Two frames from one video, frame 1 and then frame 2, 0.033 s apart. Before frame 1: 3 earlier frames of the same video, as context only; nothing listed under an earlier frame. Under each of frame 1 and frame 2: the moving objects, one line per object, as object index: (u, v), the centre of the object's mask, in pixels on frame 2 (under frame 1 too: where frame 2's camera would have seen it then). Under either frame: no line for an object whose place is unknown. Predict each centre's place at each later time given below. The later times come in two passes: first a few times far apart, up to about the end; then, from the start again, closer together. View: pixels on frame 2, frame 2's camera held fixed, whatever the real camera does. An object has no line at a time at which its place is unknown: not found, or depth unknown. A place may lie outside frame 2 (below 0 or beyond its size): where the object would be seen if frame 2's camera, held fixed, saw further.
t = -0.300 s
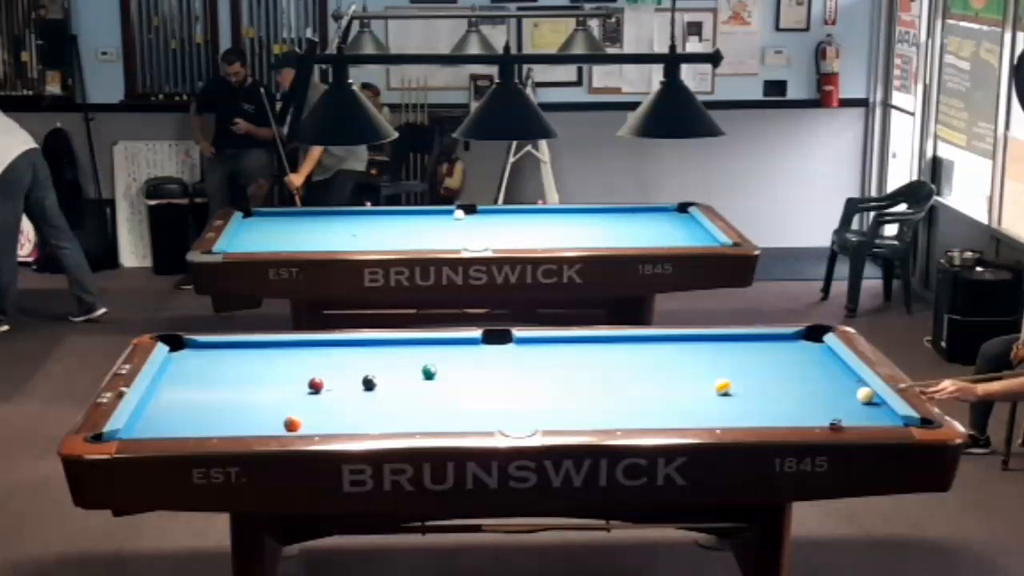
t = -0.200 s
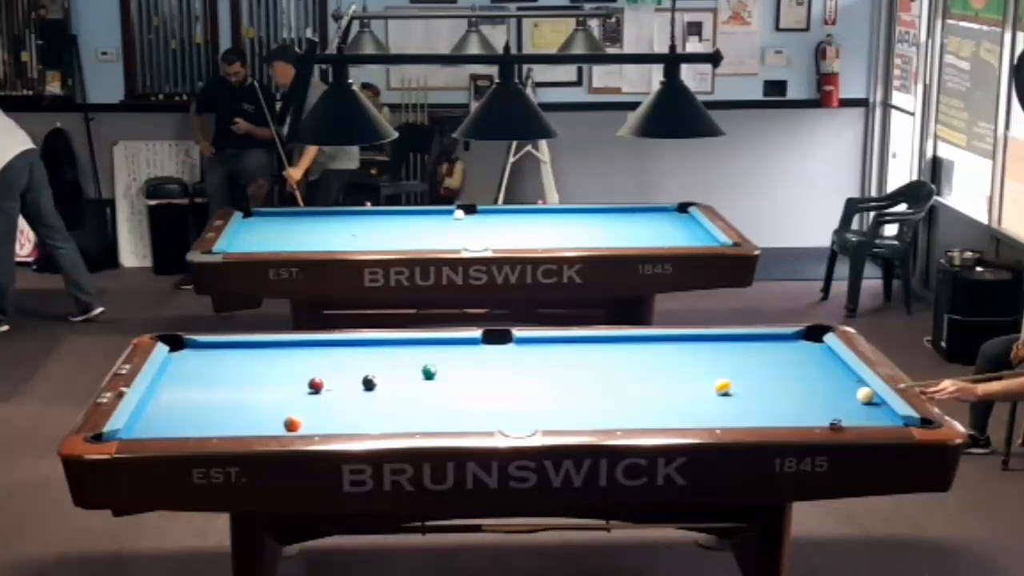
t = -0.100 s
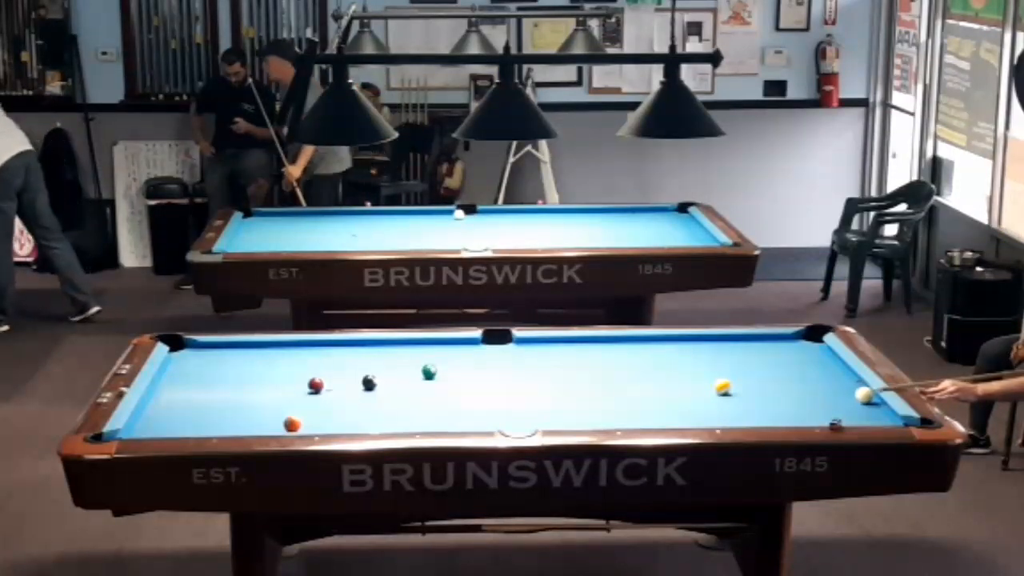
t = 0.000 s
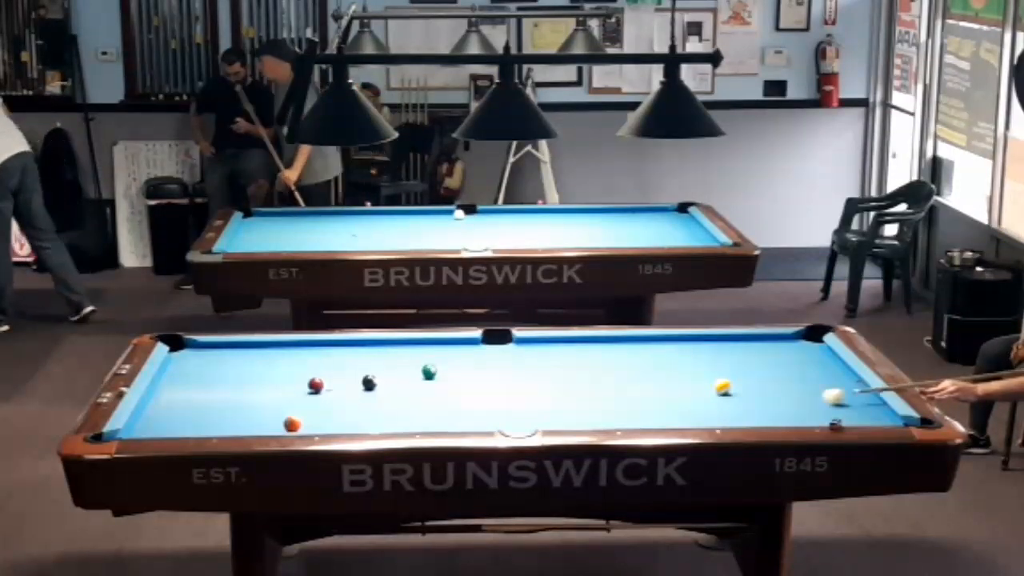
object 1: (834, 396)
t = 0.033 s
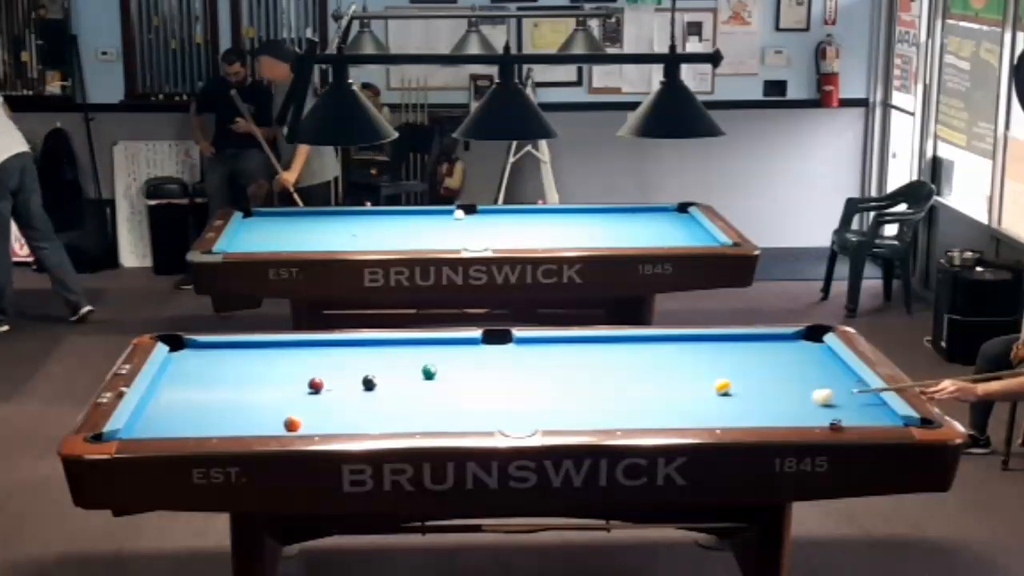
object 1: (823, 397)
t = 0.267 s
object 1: (747, 400)
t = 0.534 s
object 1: (663, 406)
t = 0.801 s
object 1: (579, 412)
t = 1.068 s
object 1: (495, 418)
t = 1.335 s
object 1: (412, 421)
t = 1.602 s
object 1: (330, 424)
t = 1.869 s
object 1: (298, 423)
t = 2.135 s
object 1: (282, 423)
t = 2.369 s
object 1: (269, 423)
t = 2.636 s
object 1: (256, 422)
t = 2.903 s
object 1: (245, 422)
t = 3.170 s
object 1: (235, 422)
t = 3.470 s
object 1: (227, 422)
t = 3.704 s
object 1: (220, 422)
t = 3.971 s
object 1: (216, 422)
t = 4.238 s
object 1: (213, 422)
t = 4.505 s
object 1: (212, 422)
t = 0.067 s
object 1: (812, 397)
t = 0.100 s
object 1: (801, 398)
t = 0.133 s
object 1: (790, 398)
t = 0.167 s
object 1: (780, 399)
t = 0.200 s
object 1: (769, 399)
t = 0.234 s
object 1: (758, 400)
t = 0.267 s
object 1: (747, 400)
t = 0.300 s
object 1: (737, 401)
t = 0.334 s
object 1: (726, 401)
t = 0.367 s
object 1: (716, 402)
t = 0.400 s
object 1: (706, 403)
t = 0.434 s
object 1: (695, 404)
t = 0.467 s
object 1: (684, 405)
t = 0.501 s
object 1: (674, 405)
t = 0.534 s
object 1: (663, 406)
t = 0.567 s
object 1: (652, 407)
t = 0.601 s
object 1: (642, 408)
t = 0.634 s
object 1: (632, 408)
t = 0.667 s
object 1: (621, 409)
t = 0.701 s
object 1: (610, 410)
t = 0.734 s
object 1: (600, 411)
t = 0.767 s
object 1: (590, 412)
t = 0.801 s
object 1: (579, 412)
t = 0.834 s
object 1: (568, 413)
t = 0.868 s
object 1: (558, 415)
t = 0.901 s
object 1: (547, 415)
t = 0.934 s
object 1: (537, 416)
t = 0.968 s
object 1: (526, 416)
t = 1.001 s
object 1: (516, 416)
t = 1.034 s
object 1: (506, 417)
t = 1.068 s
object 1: (495, 418)
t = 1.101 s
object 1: (485, 418)
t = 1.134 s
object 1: (474, 419)
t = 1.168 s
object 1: (464, 419)
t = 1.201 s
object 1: (453, 420)
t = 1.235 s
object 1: (443, 420)
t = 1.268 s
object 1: (432, 420)
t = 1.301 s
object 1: (422, 420)
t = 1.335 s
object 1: (412, 421)
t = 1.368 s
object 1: (402, 421)
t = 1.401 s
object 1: (391, 422)
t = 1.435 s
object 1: (381, 421)
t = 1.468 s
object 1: (370, 422)
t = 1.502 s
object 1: (360, 423)
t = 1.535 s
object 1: (350, 423)
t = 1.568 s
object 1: (340, 423)
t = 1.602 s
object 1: (330, 424)
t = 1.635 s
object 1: (320, 423)
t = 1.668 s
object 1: (311, 424)
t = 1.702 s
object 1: (308, 424)
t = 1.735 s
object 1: (307, 424)
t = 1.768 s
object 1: (305, 424)
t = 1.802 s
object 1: (303, 424)
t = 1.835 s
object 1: (301, 424)
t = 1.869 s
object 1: (298, 423)
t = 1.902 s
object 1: (296, 423)
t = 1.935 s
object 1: (294, 423)
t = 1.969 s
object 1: (292, 423)
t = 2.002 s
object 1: (290, 423)
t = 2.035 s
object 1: (288, 423)
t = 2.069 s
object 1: (286, 423)
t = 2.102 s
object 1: (284, 423)
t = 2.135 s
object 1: (282, 423)
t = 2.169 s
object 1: (280, 423)
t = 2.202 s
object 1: (278, 423)
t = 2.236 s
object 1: (276, 423)
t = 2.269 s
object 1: (274, 423)
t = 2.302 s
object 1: (273, 423)
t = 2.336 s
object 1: (271, 423)
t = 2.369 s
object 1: (269, 423)
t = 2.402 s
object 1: (267, 423)
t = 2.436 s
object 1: (265, 423)
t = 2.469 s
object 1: (264, 423)
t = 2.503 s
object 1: (262, 423)
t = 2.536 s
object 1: (260, 423)
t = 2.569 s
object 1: (259, 423)
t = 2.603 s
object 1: (258, 422)
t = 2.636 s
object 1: (256, 422)
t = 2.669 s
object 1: (254, 422)
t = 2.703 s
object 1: (253, 422)
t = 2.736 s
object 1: (251, 423)
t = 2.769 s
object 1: (250, 422)
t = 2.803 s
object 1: (248, 422)
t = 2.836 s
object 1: (247, 422)
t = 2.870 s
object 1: (246, 422)
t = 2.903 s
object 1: (245, 422)
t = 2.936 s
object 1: (243, 422)
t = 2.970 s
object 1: (241, 422)
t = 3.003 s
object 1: (240, 422)
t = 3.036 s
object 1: (239, 422)
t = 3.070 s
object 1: (238, 422)
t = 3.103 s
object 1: (237, 422)
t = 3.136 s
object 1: (236, 422)
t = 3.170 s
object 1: (235, 422)
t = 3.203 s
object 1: (234, 422)
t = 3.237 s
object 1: (232, 422)
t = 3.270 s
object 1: (231, 422)
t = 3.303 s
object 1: (230, 422)
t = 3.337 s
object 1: (230, 422)
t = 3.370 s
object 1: (228, 422)
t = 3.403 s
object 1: (227, 422)
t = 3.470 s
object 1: (227, 422)
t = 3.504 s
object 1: (225, 422)
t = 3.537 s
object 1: (224, 422)
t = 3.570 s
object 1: (223, 422)
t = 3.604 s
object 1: (223, 422)
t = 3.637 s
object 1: (222, 422)
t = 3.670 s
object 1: (221, 422)
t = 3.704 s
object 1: (220, 422)
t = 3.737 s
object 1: (220, 422)
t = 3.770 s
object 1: (219, 422)
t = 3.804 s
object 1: (219, 422)
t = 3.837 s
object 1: (218, 422)
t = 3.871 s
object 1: (218, 422)
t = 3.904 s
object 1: (217, 422)
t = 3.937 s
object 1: (217, 422)
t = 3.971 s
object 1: (216, 422)
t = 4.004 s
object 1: (216, 422)
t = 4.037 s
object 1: (215, 422)
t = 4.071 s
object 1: (215, 422)
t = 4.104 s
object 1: (214, 422)
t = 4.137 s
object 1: (214, 422)
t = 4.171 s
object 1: (213, 422)
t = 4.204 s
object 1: (213, 422)
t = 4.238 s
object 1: (213, 422)
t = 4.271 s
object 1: (213, 422)
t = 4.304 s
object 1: (213, 422)
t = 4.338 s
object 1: (213, 422)
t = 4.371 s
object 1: (212, 422)
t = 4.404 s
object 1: (212, 422)
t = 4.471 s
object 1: (212, 422)
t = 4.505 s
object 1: (212, 422)
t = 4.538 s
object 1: (212, 422)
